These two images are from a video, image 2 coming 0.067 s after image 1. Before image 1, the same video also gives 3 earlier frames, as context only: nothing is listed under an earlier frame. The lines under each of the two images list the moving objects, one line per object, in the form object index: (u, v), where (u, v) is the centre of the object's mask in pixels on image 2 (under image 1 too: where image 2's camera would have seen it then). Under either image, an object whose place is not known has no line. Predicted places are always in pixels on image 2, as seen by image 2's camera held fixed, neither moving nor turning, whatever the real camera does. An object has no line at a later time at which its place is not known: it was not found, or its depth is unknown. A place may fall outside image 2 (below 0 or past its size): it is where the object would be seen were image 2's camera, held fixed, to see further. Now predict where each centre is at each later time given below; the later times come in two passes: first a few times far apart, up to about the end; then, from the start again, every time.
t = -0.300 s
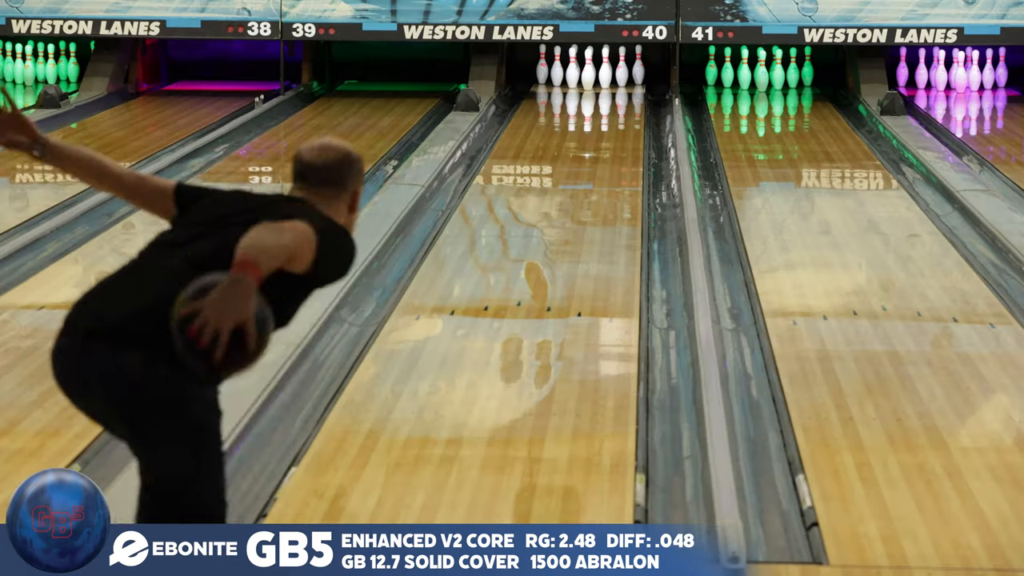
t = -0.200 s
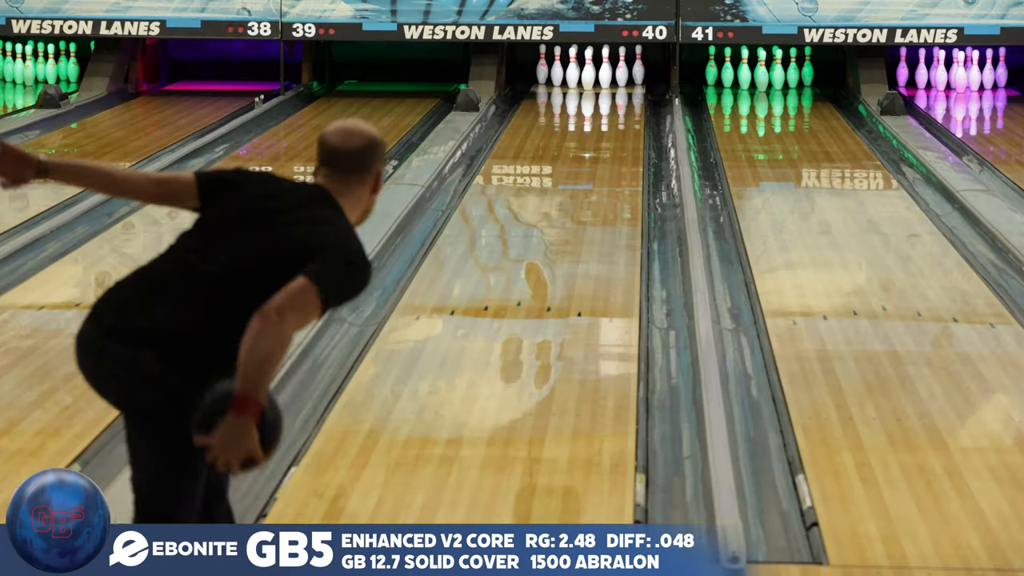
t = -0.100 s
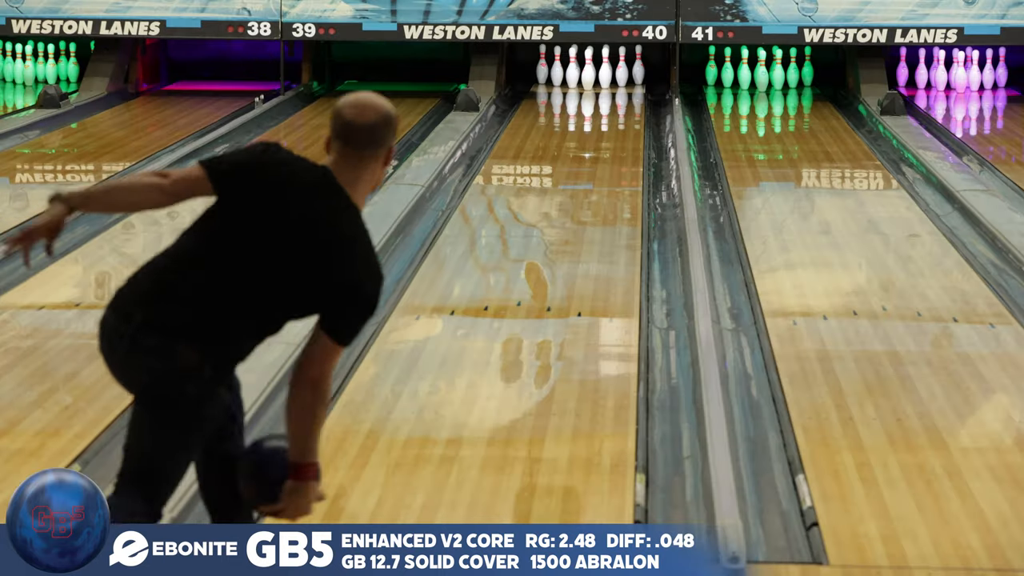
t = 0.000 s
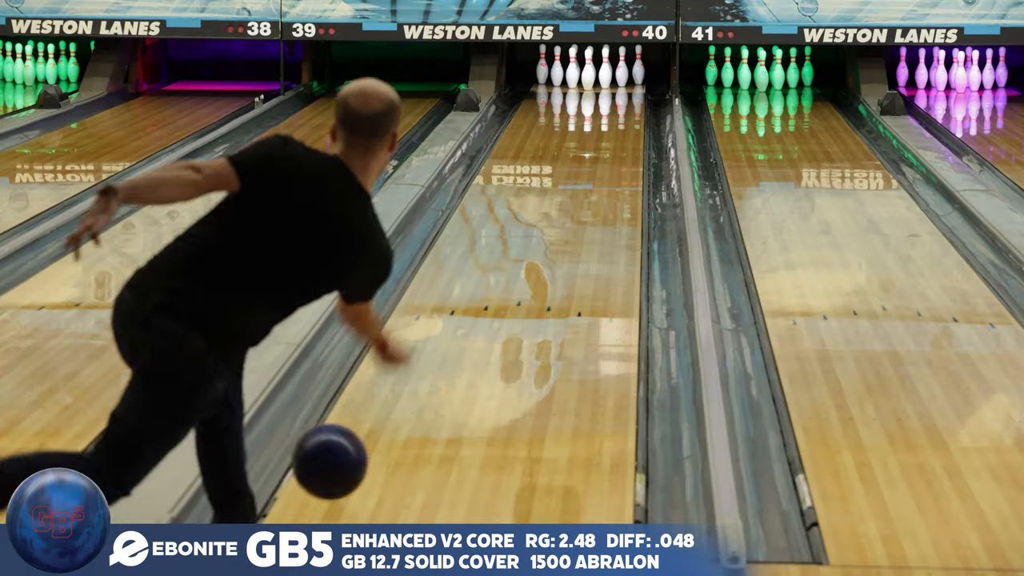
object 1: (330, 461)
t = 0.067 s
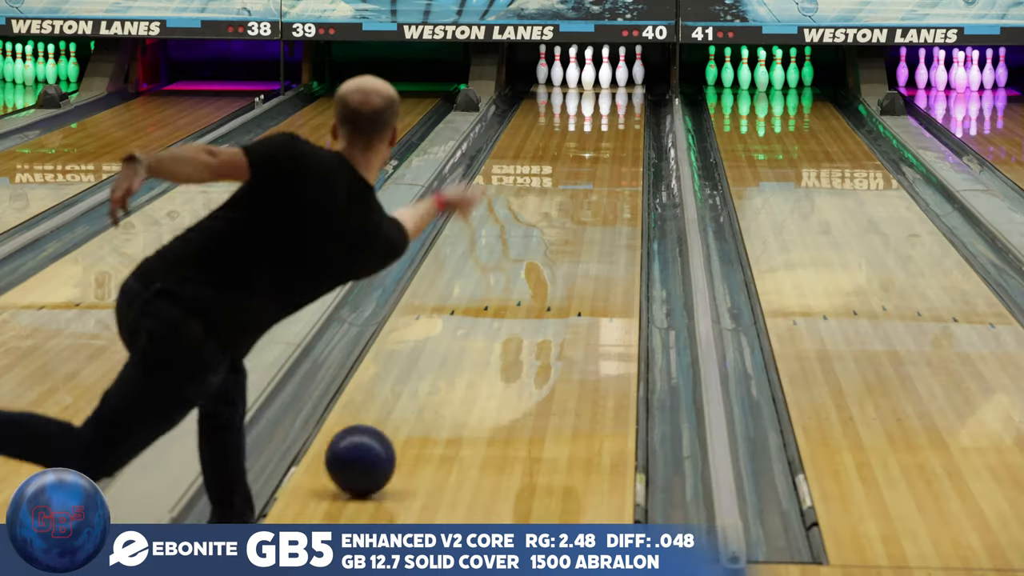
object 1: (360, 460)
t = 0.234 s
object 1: (422, 386)
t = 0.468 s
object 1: (484, 311)
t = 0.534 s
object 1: (495, 302)
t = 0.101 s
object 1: (374, 440)
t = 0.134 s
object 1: (387, 424)
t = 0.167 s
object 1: (399, 411)
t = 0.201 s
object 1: (411, 400)
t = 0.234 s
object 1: (422, 386)
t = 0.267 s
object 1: (432, 374)
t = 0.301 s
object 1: (442, 362)
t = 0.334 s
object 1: (451, 351)
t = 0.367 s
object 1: (460, 341)
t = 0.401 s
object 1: (469, 331)
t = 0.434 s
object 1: (477, 320)
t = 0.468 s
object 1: (484, 311)
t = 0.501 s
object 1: (492, 302)
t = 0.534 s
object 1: (495, 302)
